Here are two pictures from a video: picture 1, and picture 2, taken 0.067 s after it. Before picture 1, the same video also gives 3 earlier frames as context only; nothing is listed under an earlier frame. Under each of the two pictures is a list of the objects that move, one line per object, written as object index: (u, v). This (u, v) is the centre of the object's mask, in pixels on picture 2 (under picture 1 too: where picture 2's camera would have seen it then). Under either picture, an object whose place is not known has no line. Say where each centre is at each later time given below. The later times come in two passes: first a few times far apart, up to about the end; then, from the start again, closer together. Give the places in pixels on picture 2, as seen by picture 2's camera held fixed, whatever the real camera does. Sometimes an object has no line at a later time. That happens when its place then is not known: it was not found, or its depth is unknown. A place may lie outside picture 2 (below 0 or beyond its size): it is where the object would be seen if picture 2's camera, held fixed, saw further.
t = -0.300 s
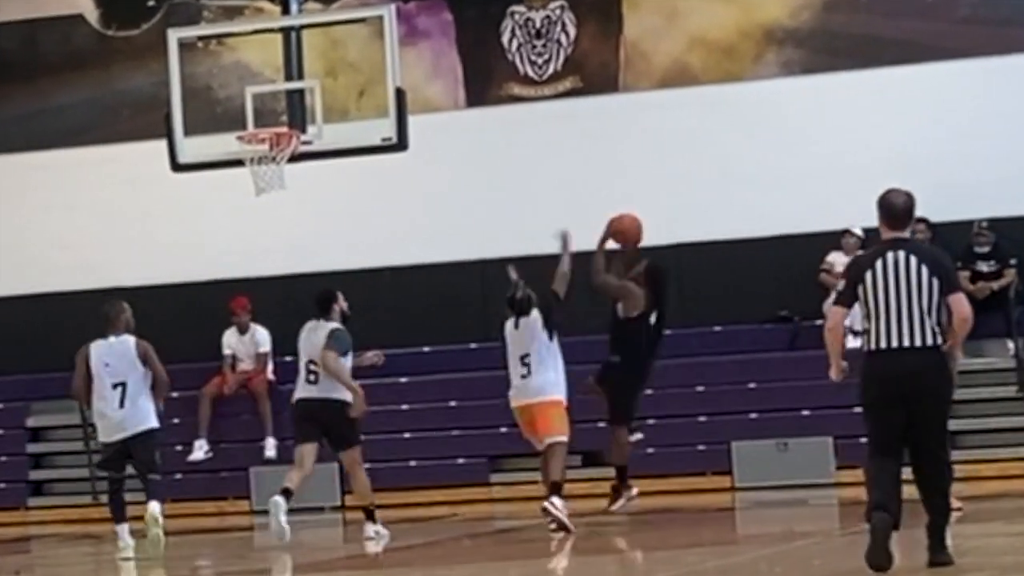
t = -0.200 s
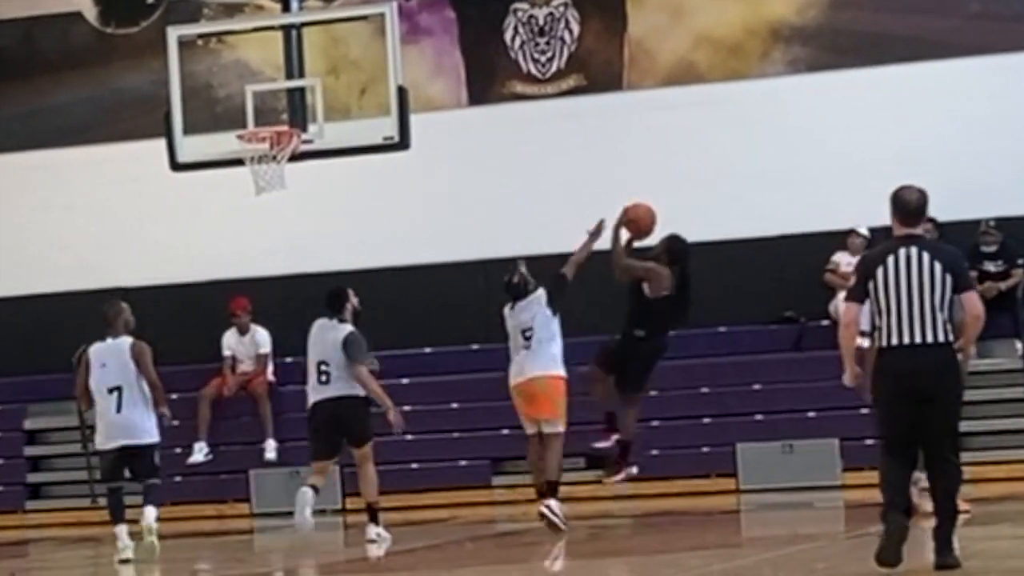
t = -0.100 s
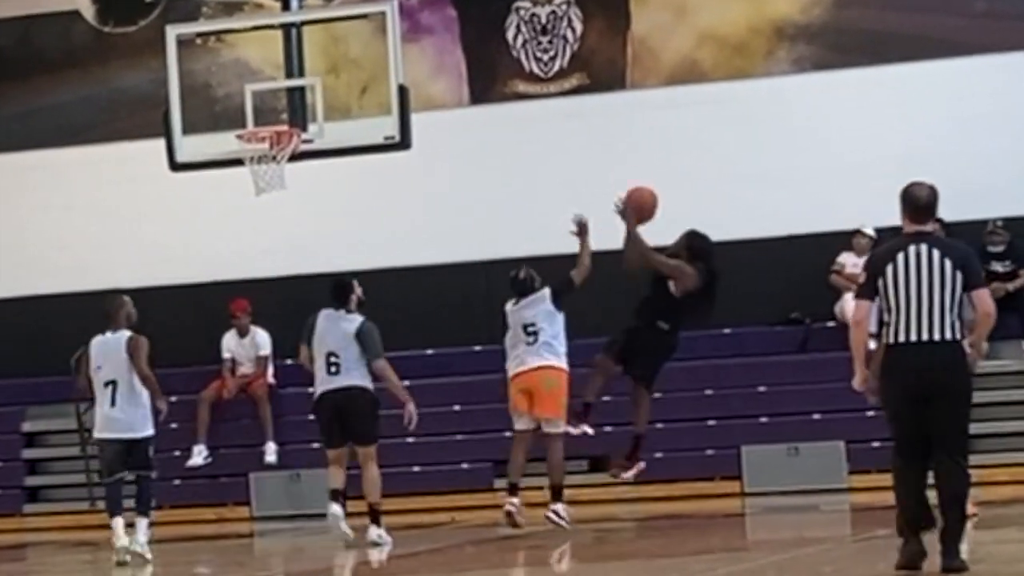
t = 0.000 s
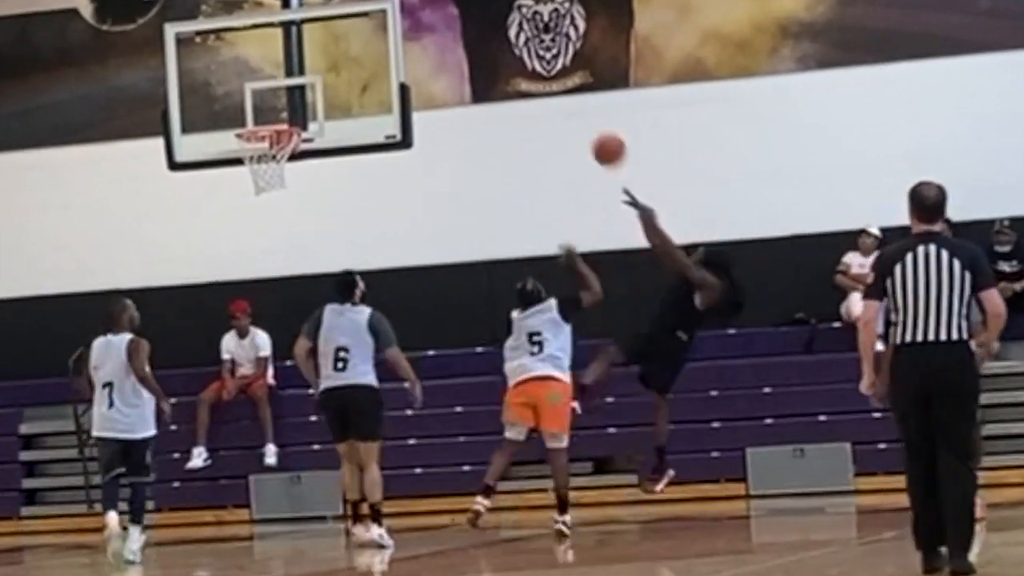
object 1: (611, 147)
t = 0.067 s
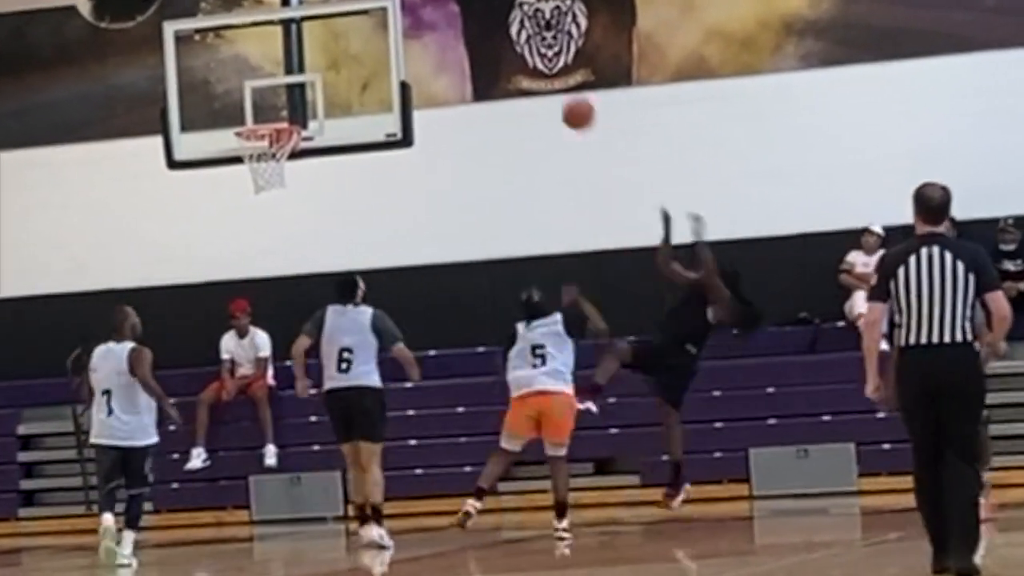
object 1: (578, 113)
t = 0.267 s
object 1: (485, 46)
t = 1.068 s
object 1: (250, 206)
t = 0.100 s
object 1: (561, 96)
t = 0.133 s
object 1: (545, 84)
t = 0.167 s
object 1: (530, 71)
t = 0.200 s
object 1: (514, 62)
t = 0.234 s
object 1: (500, 54)
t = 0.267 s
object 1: (485, 46)
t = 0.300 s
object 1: (470, 40)
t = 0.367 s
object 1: (439, 33)
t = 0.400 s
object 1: (425, 33)
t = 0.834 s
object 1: (244, 151)
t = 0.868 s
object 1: (250, 160)
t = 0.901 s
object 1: (248, 164)
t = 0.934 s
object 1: (247, 178)
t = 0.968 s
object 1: (248, 183)
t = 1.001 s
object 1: (248, 187)
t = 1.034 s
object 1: (249, 196)
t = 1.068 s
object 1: (250, 206)
